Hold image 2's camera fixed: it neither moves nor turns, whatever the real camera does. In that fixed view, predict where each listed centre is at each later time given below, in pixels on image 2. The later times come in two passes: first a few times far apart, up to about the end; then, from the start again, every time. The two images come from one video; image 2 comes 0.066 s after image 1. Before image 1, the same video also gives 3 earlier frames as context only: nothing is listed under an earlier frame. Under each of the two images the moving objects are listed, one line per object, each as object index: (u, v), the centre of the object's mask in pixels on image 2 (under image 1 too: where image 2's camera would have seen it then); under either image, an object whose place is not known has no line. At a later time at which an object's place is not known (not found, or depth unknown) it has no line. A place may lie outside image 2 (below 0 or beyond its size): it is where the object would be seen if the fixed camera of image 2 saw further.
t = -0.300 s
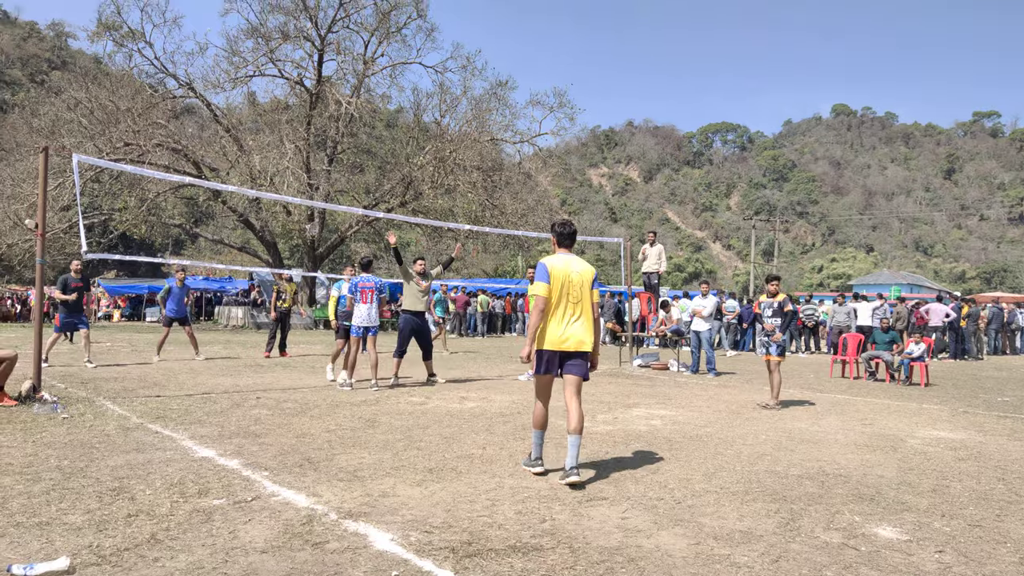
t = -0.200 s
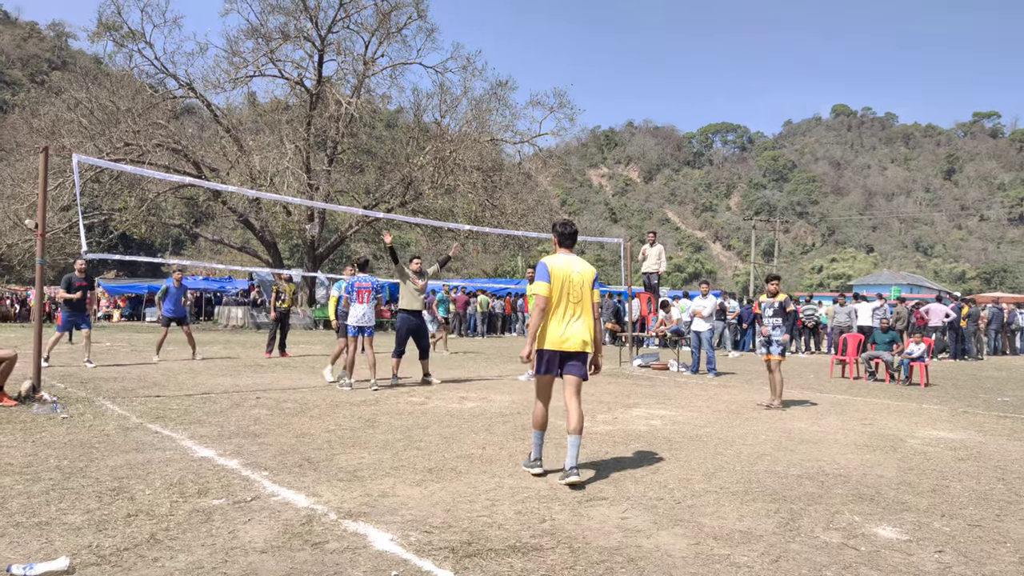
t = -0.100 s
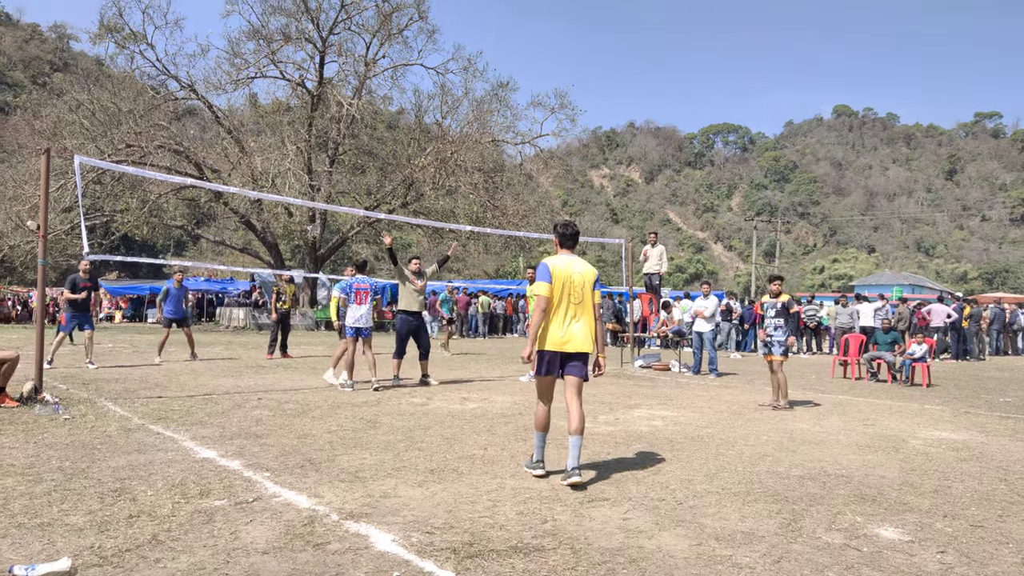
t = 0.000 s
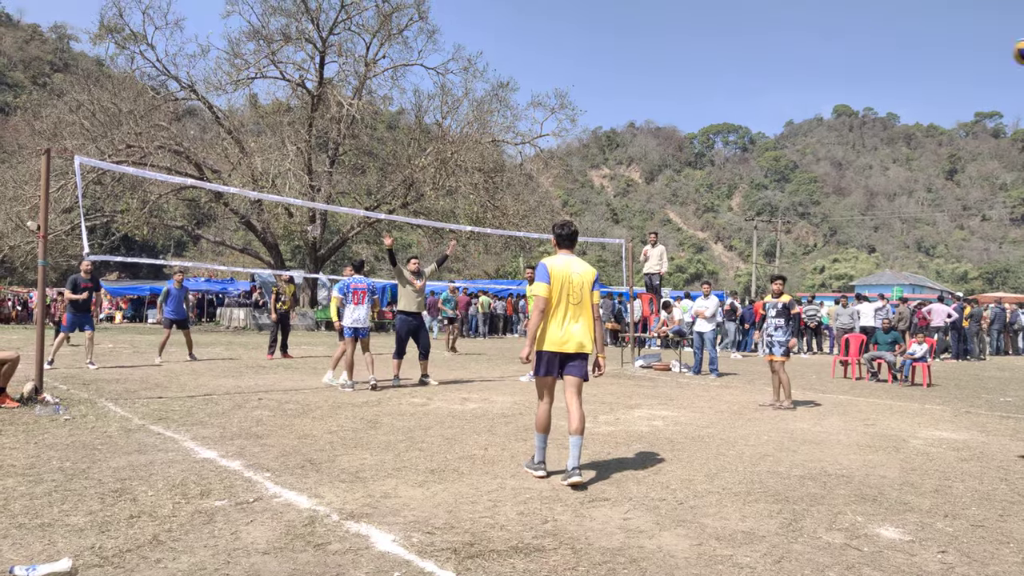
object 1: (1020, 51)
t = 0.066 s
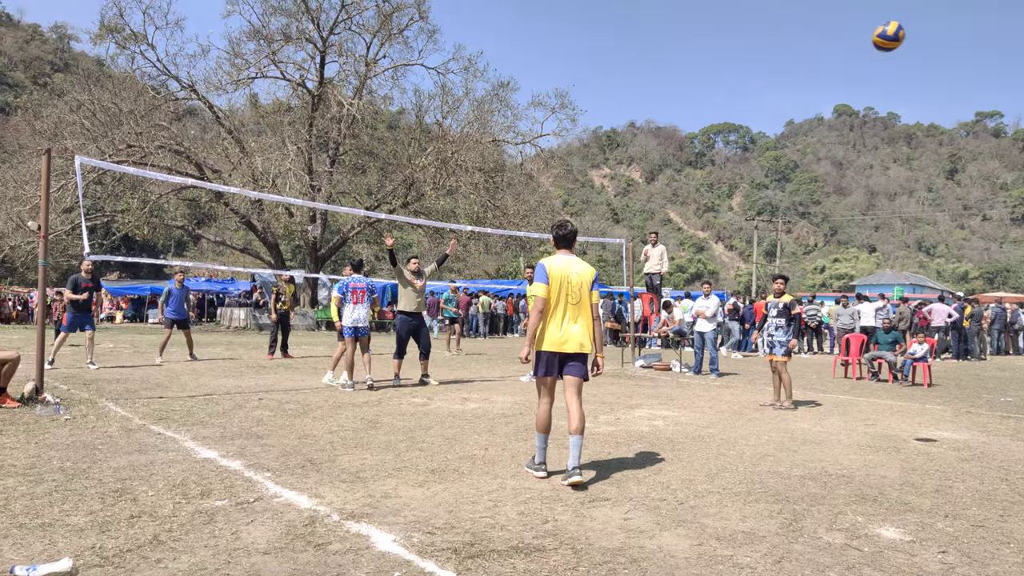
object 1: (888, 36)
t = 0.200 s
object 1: (682, 40)
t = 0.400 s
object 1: (494, 72)
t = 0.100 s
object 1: (828, 34)
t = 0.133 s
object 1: (774, 35)
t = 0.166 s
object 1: (725, 37)
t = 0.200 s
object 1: (682, 40)
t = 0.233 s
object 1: (644, 45)
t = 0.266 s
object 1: (608, 49)
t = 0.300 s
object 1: (576, 54)
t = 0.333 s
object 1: (546, 60)
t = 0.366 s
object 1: (519, 66)
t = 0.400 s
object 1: (494, 72)
